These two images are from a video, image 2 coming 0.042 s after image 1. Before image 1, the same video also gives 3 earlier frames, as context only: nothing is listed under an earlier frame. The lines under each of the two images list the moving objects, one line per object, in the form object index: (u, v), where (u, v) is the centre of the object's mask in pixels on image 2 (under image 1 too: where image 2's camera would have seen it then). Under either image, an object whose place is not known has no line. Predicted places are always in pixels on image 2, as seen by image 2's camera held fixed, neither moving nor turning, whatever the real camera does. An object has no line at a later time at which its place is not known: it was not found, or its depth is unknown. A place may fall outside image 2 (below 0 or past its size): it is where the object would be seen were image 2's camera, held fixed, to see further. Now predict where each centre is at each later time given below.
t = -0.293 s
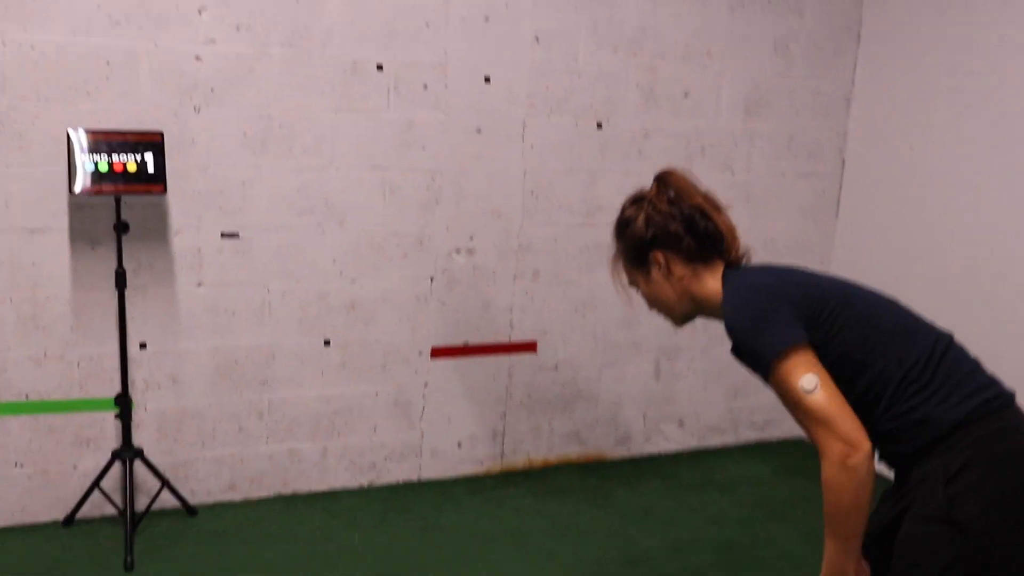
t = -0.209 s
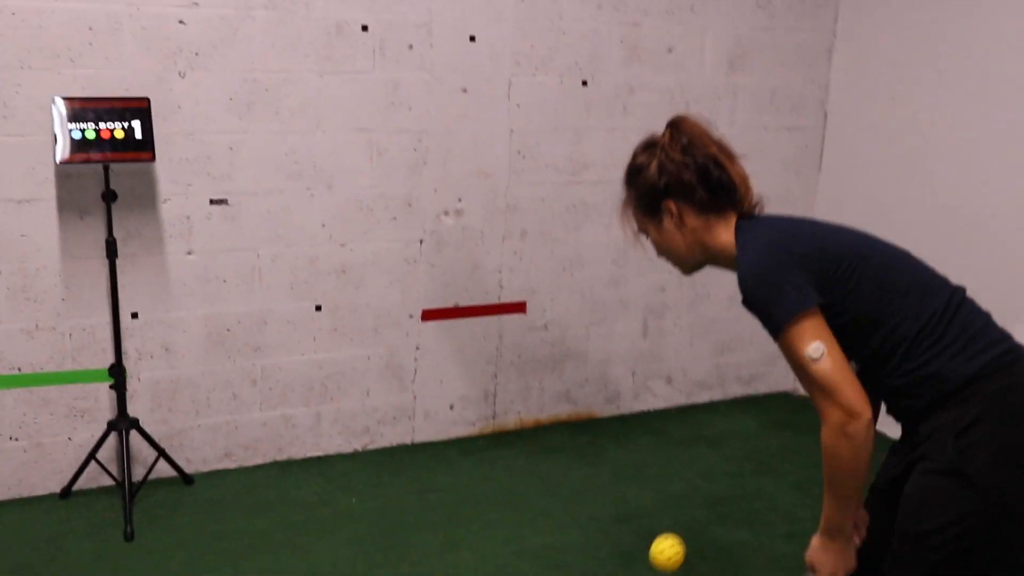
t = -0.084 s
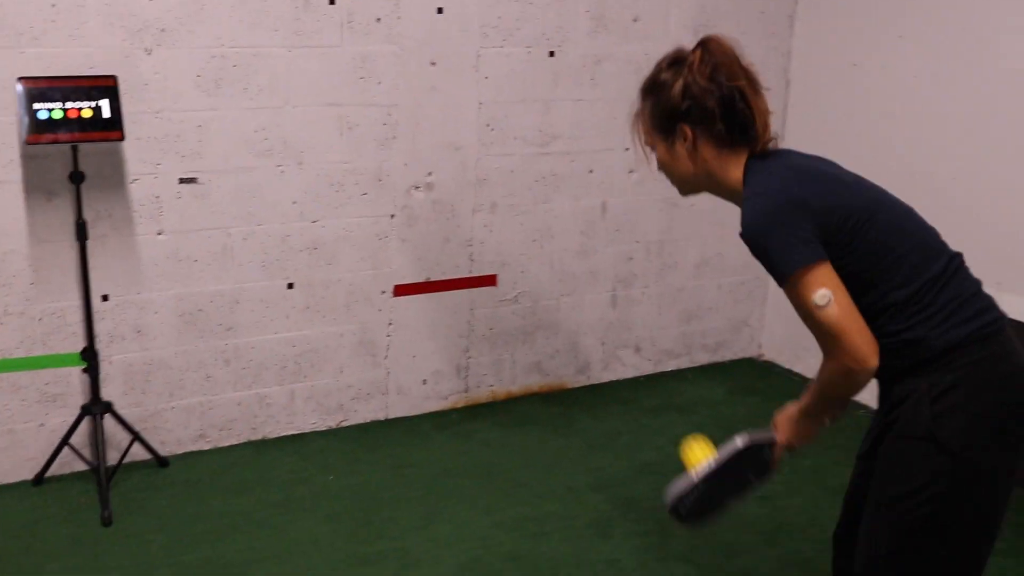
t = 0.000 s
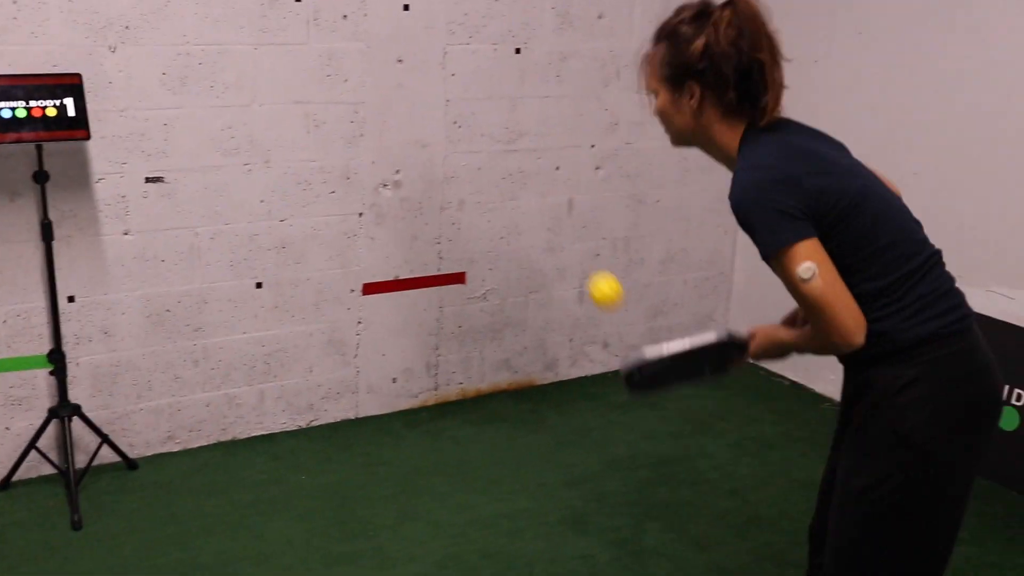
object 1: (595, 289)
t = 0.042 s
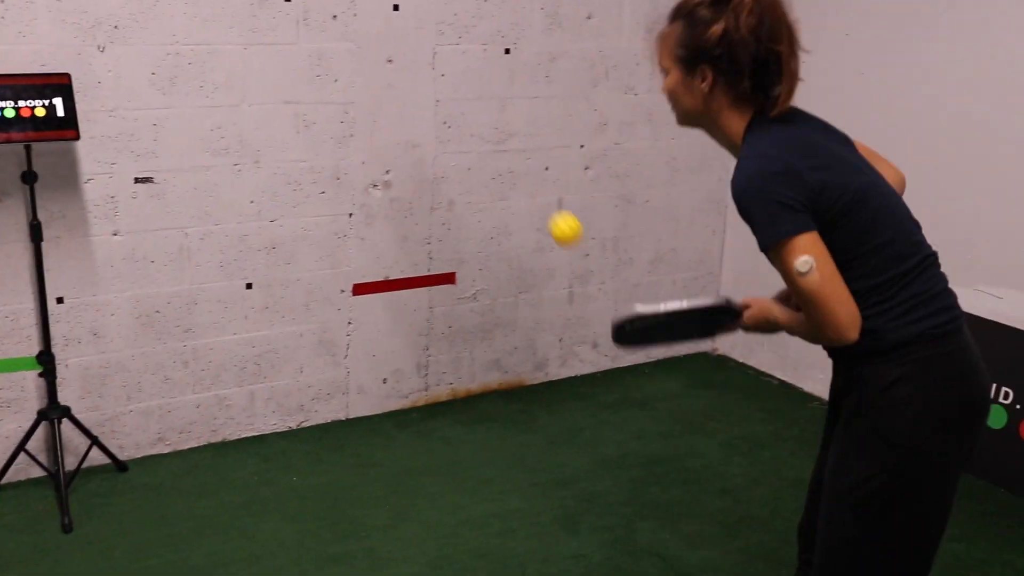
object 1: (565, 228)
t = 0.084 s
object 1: (536, 179)
